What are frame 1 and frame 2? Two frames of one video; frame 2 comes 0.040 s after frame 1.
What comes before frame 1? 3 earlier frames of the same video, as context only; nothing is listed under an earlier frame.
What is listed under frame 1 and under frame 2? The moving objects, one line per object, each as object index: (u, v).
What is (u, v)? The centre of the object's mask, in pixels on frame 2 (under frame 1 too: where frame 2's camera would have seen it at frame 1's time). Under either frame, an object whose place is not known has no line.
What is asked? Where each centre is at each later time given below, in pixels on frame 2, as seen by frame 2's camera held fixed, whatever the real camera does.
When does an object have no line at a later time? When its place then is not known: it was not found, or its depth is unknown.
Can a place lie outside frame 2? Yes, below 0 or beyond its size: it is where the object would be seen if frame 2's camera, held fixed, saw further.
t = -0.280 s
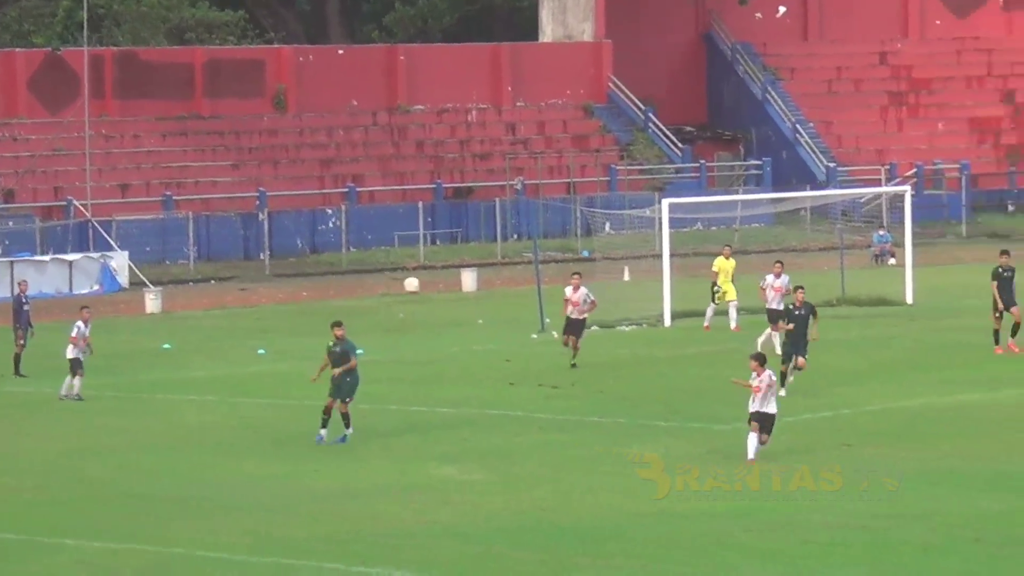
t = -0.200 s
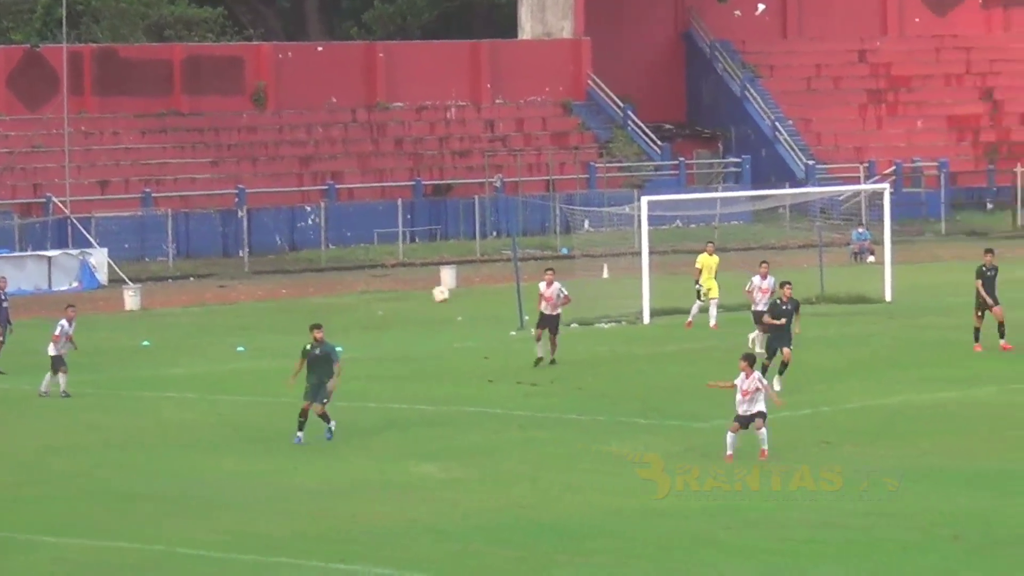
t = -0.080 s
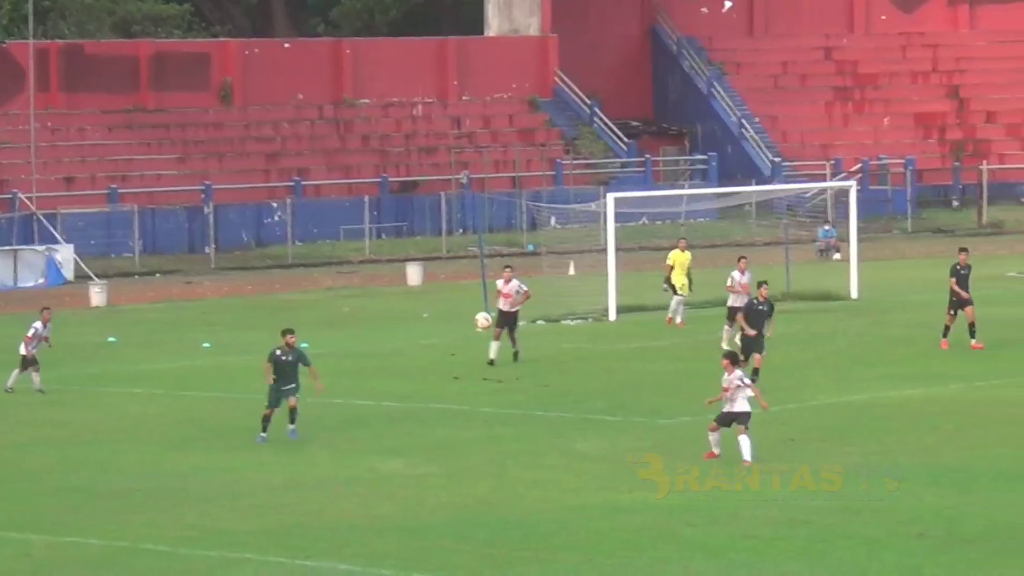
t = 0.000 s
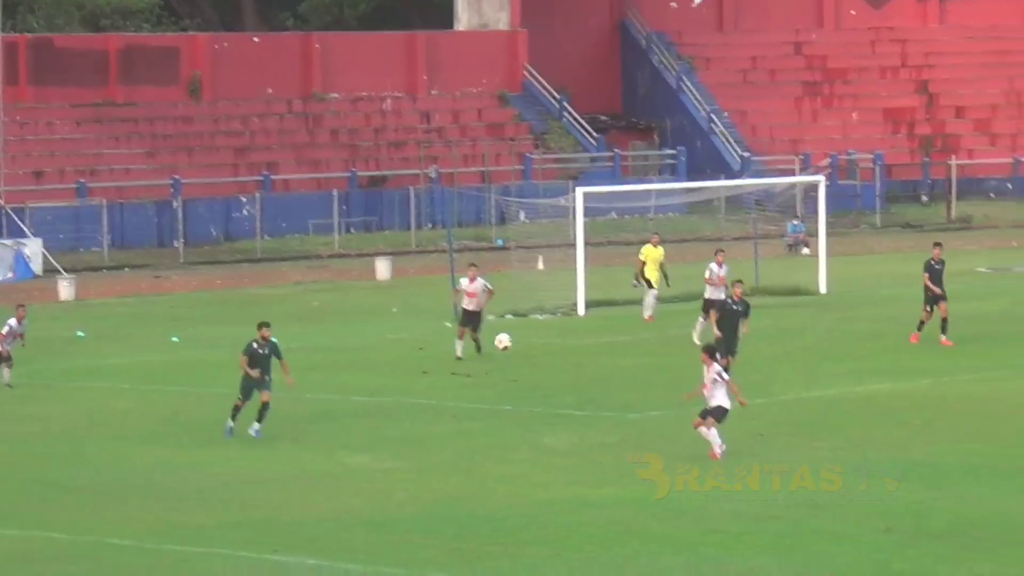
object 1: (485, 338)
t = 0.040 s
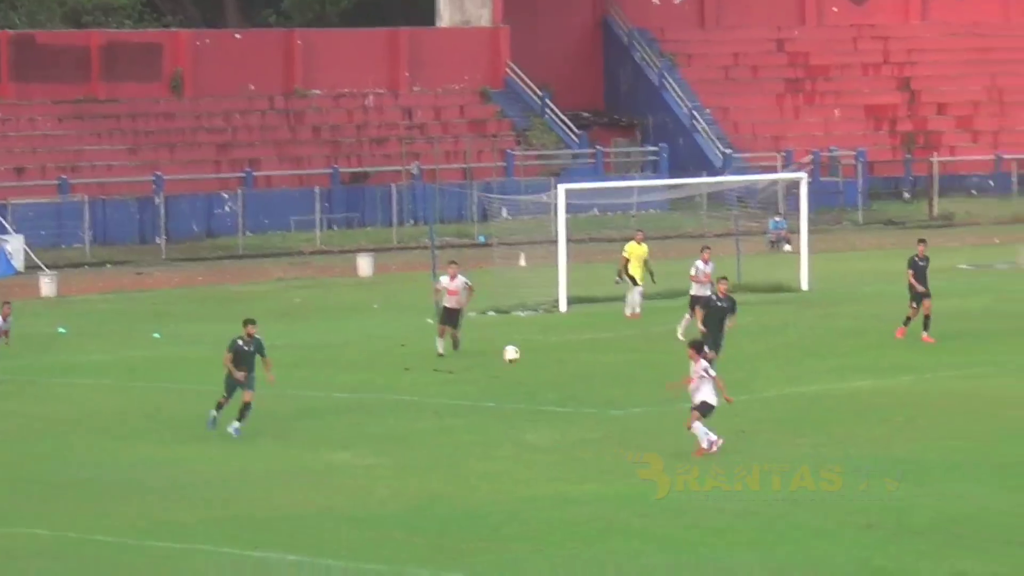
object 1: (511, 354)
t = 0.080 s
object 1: (537, 371)
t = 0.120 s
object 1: (561, 389)
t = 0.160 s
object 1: (584, 409)
